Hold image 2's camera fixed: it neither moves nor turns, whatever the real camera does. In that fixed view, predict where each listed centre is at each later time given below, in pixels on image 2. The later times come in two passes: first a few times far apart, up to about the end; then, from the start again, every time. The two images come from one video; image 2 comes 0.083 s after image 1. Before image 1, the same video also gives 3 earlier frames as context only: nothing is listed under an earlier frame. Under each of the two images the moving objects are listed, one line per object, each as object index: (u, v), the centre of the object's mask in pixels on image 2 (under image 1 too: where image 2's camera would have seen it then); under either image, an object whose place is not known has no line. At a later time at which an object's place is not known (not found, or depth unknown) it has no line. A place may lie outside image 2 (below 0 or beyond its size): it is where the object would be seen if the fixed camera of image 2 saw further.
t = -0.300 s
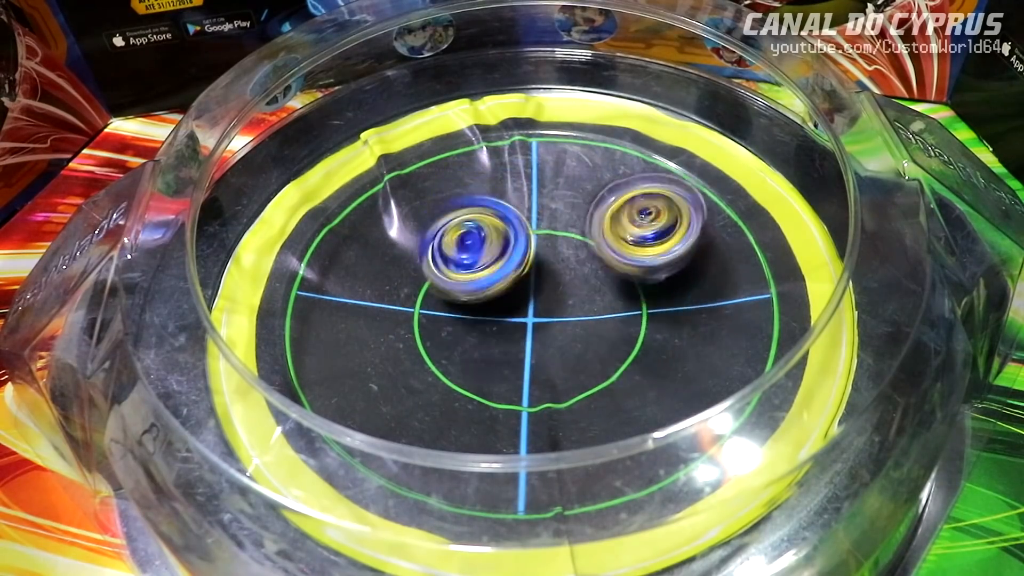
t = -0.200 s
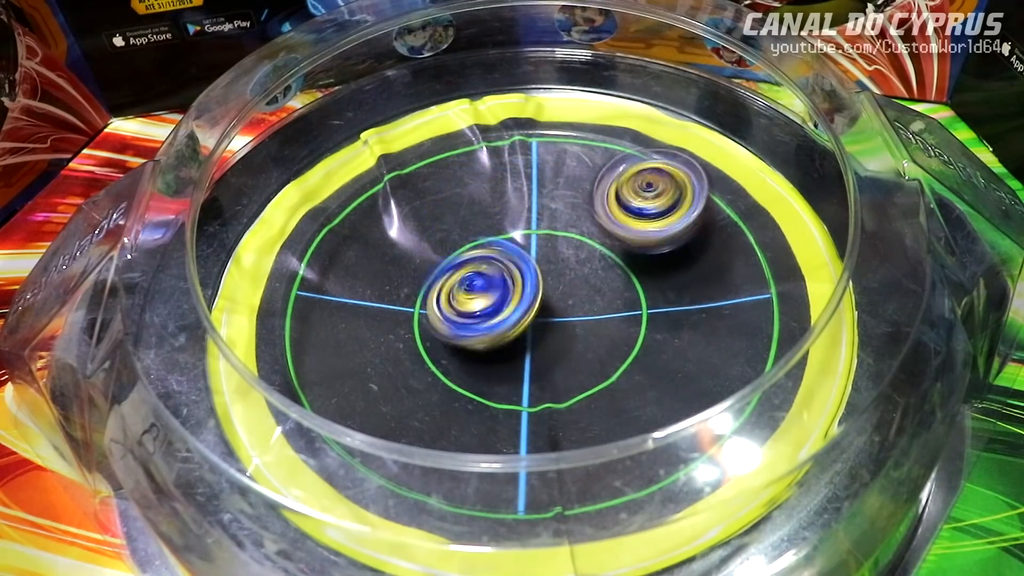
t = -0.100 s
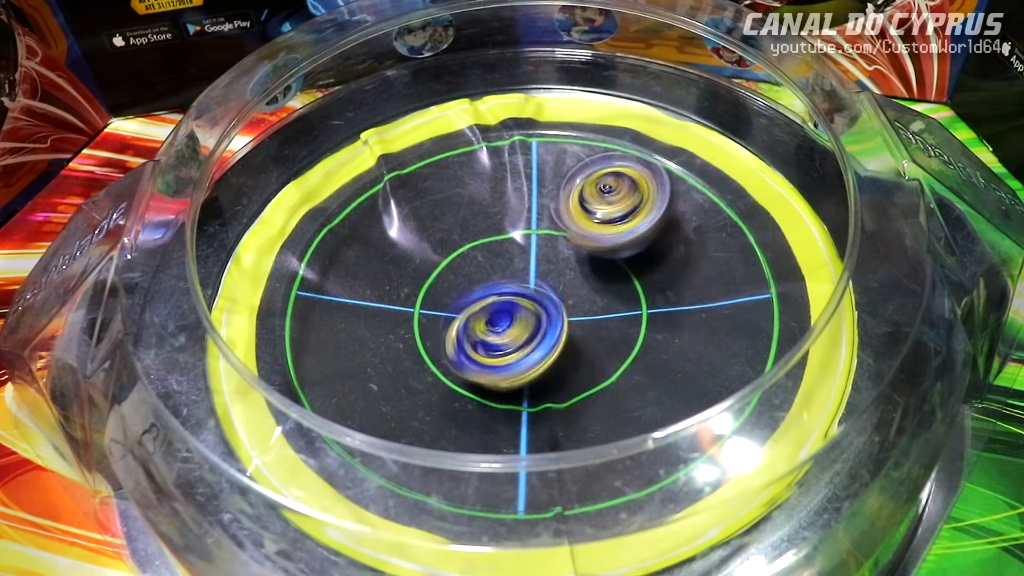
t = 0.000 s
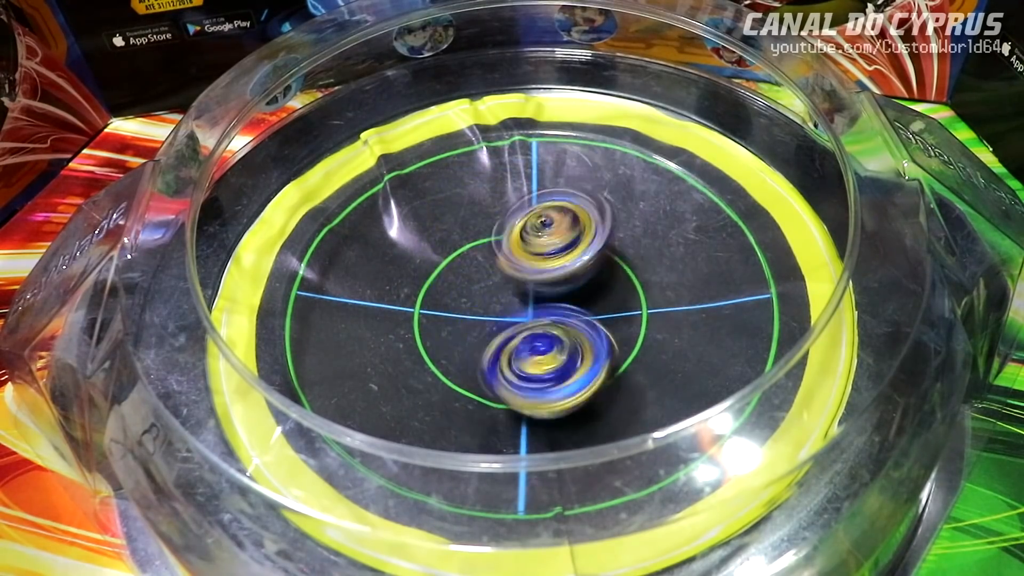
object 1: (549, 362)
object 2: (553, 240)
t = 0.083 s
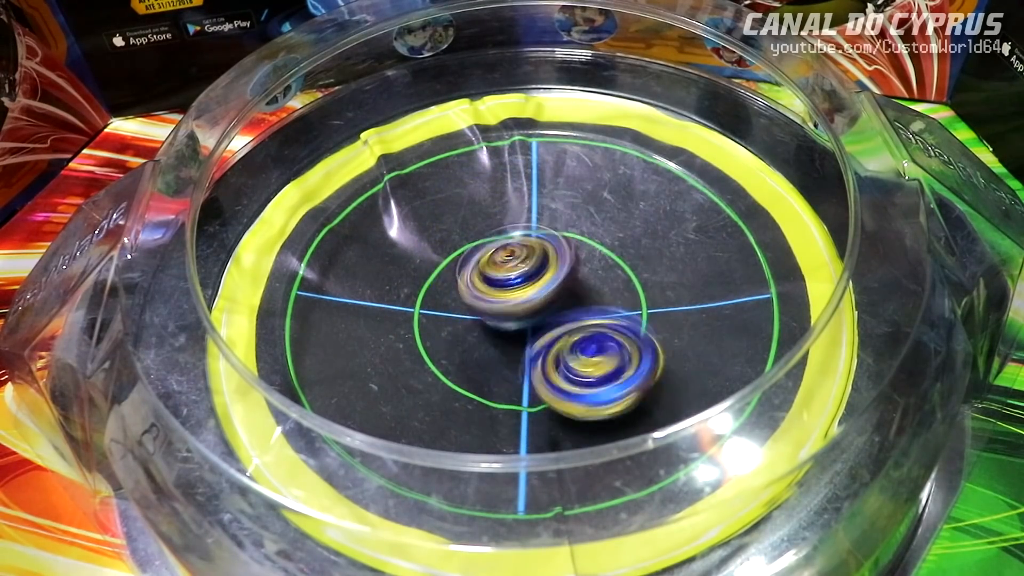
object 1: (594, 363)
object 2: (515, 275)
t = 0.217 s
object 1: (617, 322)
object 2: (476, 329)
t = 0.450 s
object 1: (533, 252)
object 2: (499, 377)
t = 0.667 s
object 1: (427, 226)
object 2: (539, 285)
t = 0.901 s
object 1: (450, 293)
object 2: (516, 190)
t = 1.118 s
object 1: (560, 302)
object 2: (492, 208)
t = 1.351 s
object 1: (622, 382)
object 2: (575, 255)
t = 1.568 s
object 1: (556, 393)
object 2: (622, 265)
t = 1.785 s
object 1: (442, 330)
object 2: (571, 278)
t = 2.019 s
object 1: (276, 222)
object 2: (499, 309)
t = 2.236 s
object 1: (248, 220)
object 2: (511, 307)
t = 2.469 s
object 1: (263, 237)
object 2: (502, 253)
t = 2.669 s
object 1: (270, 248)
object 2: (492, 253)
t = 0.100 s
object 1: (600, 361)
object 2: (509, 282)
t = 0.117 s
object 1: (607, 357)
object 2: (504, 288)
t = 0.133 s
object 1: (611, 353)
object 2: (498, 295)
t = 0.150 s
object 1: (615, 349)
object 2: (492, 301)
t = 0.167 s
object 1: (620, 340)
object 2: (488, 308)
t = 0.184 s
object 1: (621, 334)
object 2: (483, 316)
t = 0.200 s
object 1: (619, 328)
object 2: (478, 322)
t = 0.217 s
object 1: (617, 322)
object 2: (476, 329)
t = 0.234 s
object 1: (615, 314)
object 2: (472, 335)
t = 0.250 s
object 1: (610, 308)
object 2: (469, 341)
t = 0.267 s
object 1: (604, 302)
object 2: (468, 349)
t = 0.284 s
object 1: (600, 297)
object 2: (466, 356)
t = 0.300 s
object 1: (596, 292)
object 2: (465, 361)
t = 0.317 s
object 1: (590, 287)
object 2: (466, 368)
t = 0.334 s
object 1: (583, 283)
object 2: (467, 373)
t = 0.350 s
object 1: (576, 277)
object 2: (469, 376)
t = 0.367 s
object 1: (569, 274)
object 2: (473, 380)
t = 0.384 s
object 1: (561, 269)
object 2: (477, 382)
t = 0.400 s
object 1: (554, 265)
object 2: (482, 382)
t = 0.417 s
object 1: (547, 262)
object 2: (488, 382)
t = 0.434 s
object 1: (541, 257)
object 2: (492, 380)
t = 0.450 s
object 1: (533, 252)
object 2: (499, 377)
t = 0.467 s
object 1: (525, 248)
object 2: (504, 375)
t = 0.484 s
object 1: (516, 245)
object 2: (511, 371)
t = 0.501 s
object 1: (507, 242)
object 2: (516, 364)
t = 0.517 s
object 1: (499, 238)
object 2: (524, 359)
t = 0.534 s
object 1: (493, 234)
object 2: (528, 351)
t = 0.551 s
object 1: (486, 230)
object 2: (531, 342)
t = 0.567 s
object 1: (476, 228)
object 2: (535, 335)
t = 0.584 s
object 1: (468, 226)
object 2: (536, 325)
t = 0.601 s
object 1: (458, 225)
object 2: (538, 316)
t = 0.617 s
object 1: (451, 225)
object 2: (540, 309)
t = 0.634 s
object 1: (443, 224)
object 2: (539, 301)
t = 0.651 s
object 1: (434, 224)
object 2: (539, 292)
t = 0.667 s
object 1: (427, 226)
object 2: (539, 285)
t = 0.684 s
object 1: (418, 228)
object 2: (538, 278)
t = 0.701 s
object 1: (413, 231)
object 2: (536, 270)
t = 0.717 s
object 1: (409, 237)
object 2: (535, 263)
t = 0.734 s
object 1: (406, 242)
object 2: (532, 255)
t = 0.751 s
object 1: (405, 248)
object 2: (529, 246)
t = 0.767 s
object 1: (406, 253)
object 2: (530, 239)
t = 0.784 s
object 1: (406, 258)
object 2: (528, 233)
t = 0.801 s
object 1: (407, 264)
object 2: (527, 226)
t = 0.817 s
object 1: (411, 269)
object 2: (526, 220)
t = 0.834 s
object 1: (418, 274)
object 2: (525, 213)
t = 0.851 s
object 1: (426, 279)
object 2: (523, 206)
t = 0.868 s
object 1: (433, 284)
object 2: (521, 200)
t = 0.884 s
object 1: (440, 288)
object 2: (518, 195)
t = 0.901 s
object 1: (450, 293)
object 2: (516, 190)
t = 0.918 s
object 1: (460, 297)
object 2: (514, 186)
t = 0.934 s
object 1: (468, 299)
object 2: (510, 181)
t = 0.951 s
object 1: (476, 300)
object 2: (506, 177)
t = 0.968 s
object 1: (484, 302)
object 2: (503, 175)
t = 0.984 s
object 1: (493, 304)
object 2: (500, 176)
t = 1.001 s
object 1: (501, 303)
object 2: (497, 177)
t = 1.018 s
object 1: (511, 303)
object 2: (495, 178)
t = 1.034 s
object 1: (518, 304)
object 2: (493, 181)
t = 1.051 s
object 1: (527, 306)
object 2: (491, 185)
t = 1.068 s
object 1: (536, 304)
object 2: (490, 189)
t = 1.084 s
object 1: (546, 303)
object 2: (491, 195)
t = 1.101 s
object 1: (554, 302)
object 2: (491, 201)
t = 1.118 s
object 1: (560, 302)
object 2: (492, 208)
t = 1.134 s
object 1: (570, 303)
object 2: (494, 217)
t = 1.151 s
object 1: (577, 309)
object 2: (498, 221)
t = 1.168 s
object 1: (585, 318)
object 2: (502, 225)
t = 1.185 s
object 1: (592, 322)
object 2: (507, 228)
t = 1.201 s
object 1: (599, 329)
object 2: (513, 232)
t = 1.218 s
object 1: (605, 337)
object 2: (520, 236)
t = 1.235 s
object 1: (610, 348)
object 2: (527, 239)
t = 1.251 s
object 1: (617, 355)
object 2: (535, 240)
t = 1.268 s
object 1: (623, 361)
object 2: (541, 244)
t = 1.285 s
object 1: (622, 367)
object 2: (547, 246)
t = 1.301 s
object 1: (624, 372)
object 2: (554, 247)
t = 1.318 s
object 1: (623, 375)
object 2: (561, 249)
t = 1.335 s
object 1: (622, 378)
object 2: (568, 252)
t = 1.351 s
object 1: (622, 382)
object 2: (575, 255)
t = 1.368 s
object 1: (622, 382)
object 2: (582, 256)
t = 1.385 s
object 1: (619, 385)
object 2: (590, 257)
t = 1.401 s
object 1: (617, 387)
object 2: (595, 259)
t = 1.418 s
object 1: (614, 389)
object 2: (601, 260)
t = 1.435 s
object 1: (609, 392)
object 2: (608, 260)
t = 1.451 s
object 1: (603, 393)
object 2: (613, 261)
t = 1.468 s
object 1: (596, 395)
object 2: (616, 261)
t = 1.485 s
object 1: (589, 396)
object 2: (618, 263)
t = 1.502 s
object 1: (583, 396)
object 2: (622, 262)
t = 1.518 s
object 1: (574, 397)
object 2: (623, 263)
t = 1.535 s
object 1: (569, 397)
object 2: (624, 264)
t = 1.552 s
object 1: (562, 395)
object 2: (623, 265)
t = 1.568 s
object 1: (556, 393)
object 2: (622, 265)
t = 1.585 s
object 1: (552, 390)
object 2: (623, 266)
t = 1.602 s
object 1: (545, 386)
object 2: (619, 268)
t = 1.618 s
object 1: (539, 382)
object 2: (615, 268)
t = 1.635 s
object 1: (536, 378)
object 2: (611, 270)
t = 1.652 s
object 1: (533, 373)
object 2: (605, 272)
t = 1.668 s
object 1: (529, 369)
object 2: (599, 274)
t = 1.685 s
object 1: (529, 364)
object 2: (594, 276)
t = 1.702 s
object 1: (524, 361)
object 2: (586, 278)
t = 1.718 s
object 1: (515, 353)
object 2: (582, 279)
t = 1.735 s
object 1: (495, 352)
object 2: (582, 278)
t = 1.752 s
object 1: (477, 343)
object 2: (579, 278)
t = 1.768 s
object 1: (457, 338)
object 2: (574, 277)
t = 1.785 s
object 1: (442, 330)
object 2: (571, 278)
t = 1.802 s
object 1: (424, 317)
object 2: (567, 279)
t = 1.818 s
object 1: (408, 308)
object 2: (562, 279)
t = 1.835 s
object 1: (391, 298)
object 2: (555, 279)
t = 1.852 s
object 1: (376, 285)
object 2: (550, 282)
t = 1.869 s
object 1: (364, 275)
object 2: (543, 283)
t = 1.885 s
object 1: (352, 268)
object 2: (535, 285)
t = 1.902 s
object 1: (335, 259)
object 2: (530, 288)
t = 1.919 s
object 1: (329, 250)
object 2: (524, 290)
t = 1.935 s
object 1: (318, 241)
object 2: (519, 294)
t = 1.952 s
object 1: (307, 236)
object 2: (513, 297)
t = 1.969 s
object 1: (296, 231)
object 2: (509, 299)
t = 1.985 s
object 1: (290, 225)
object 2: (507, 303)
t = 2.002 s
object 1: (284, 224)
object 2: (503, 306)
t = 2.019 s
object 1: (276, 222)
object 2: (499, 309)
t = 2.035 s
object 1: (268, 219)
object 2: (499, 312)
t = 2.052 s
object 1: (260, 219)
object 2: (497, 314)
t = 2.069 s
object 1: (254, 218)
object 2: (496, 316)
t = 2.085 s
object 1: (250, 216)
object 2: (498, 318)
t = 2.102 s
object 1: (247, 217)
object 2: (498, 318)
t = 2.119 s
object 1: (246, 217)
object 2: (501, 317)
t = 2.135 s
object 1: (245, 217)
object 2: (501, 318)
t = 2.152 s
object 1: (244, 218)
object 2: (503, 318)
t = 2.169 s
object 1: (243, 218)
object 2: (504, 315)
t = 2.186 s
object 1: (243, 219)
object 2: (506, 313)
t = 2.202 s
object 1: (244, 219)
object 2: (509, 313)
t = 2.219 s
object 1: (246, 220)
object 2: (510, 310)
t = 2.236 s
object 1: (248, 220)
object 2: (511, 307)
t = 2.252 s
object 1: (249, 220)
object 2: (514, 302)
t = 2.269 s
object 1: (250, 220)
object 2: (515, 300)
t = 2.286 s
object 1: (251, 220)
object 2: (514, 295)
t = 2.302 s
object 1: (252, 221)
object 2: (515, 292)
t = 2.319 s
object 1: (253, 221)
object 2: (516, 290)
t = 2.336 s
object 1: (254, 222)
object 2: (515, 284)
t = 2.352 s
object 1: (255, 223)
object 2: (514, 280)
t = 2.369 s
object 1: (256, 224)
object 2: (515, 275)
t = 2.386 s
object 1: (258, 226)
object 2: (511, 271)
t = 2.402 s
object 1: (259, 228)
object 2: (510, 266)
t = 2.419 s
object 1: (262, 231)
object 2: (509, 263)
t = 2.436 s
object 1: (263, 233)
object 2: (507, 260)
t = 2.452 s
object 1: (263, 235)
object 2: (504, 256)
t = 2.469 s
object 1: (263, 237)
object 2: (502, 253)
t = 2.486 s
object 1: (263, 239)
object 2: (502, 251)
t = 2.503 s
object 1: (262, 240)
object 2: (498, 249)
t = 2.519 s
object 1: (262, 242)
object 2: (495, 248)
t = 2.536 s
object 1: (262, 243)
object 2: (494, 246)
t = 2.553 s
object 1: (262, 243)
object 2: (492, 245)
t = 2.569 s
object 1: (263, 244)
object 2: (490, 247)
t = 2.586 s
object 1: (264, 245)
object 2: (490, 247)
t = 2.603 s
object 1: (266, 246)
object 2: (490, 247)
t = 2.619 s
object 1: (267, 247)
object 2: (490, 248)
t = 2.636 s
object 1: (268, 247)
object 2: (490, 251)
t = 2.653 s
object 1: (270, 248)
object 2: (491, 251)
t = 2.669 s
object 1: (270, 248)
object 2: (492, 253)
